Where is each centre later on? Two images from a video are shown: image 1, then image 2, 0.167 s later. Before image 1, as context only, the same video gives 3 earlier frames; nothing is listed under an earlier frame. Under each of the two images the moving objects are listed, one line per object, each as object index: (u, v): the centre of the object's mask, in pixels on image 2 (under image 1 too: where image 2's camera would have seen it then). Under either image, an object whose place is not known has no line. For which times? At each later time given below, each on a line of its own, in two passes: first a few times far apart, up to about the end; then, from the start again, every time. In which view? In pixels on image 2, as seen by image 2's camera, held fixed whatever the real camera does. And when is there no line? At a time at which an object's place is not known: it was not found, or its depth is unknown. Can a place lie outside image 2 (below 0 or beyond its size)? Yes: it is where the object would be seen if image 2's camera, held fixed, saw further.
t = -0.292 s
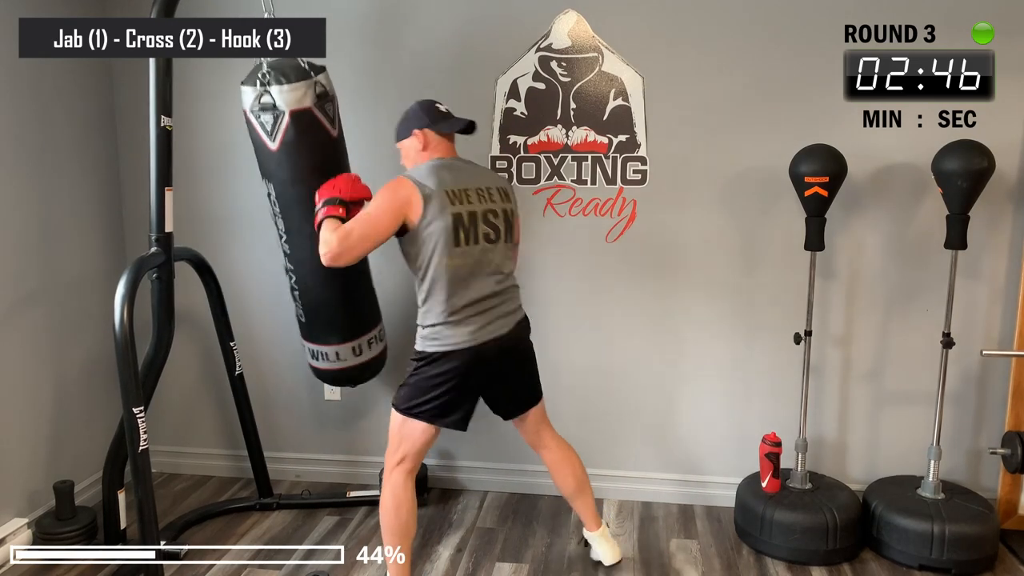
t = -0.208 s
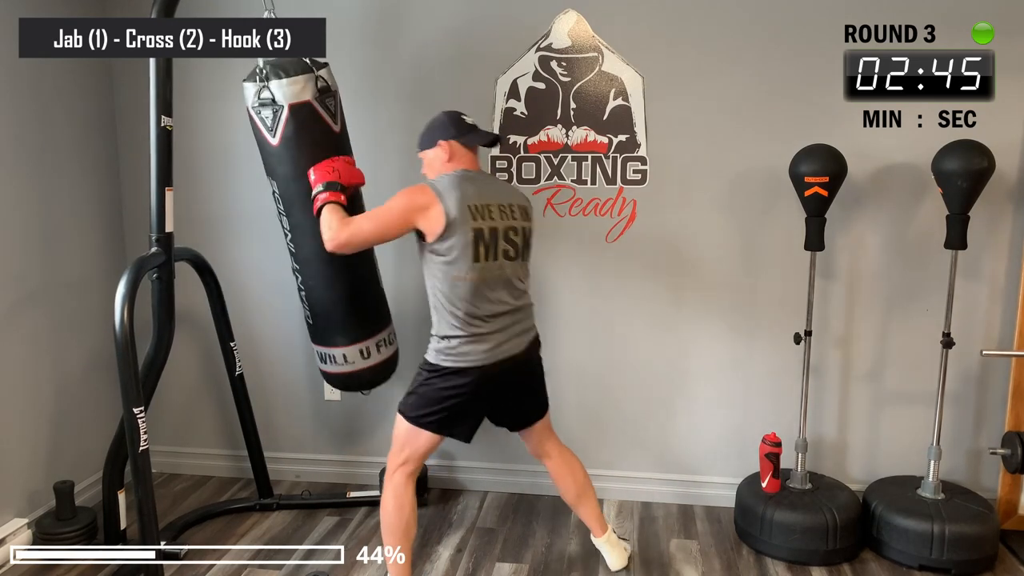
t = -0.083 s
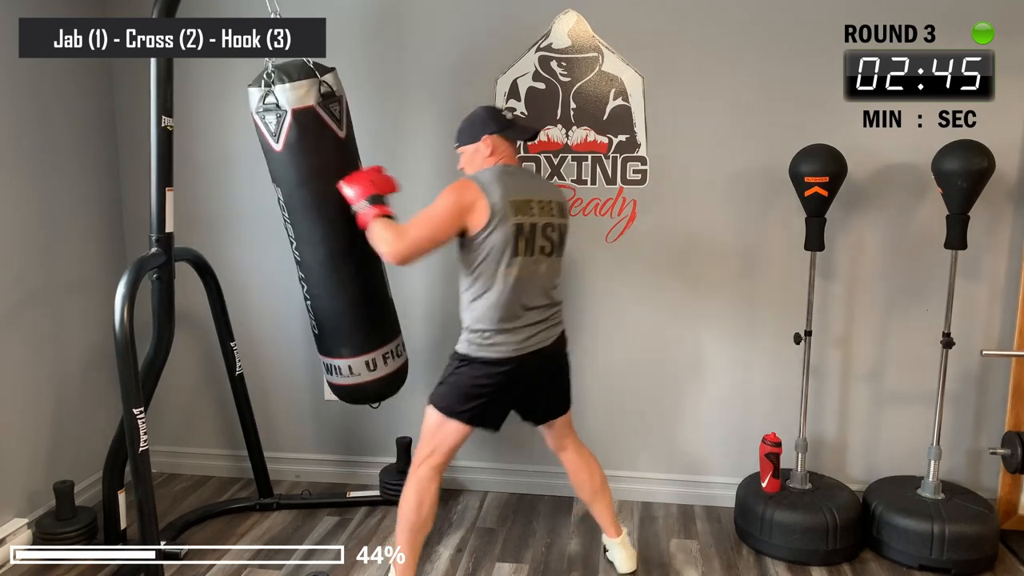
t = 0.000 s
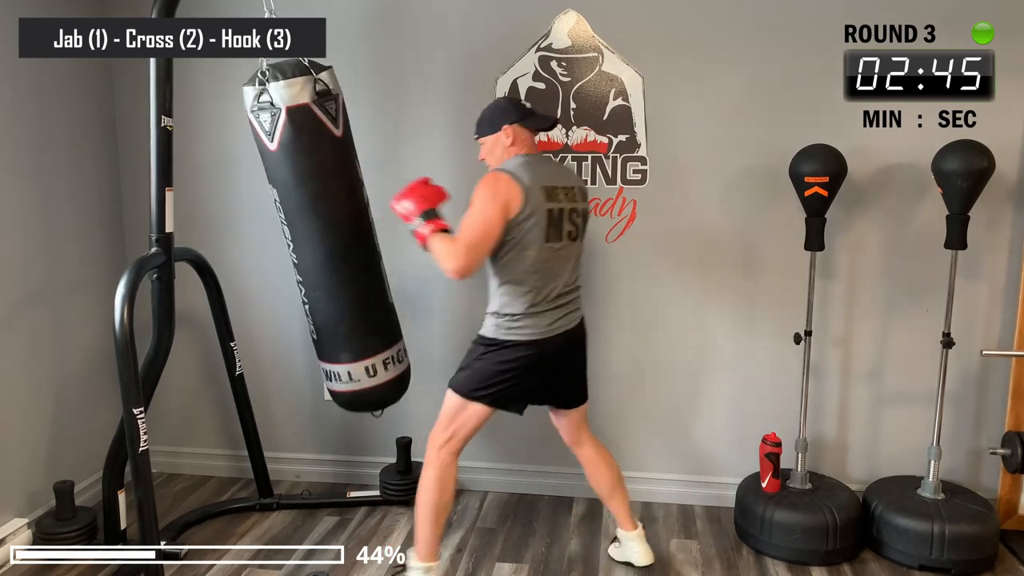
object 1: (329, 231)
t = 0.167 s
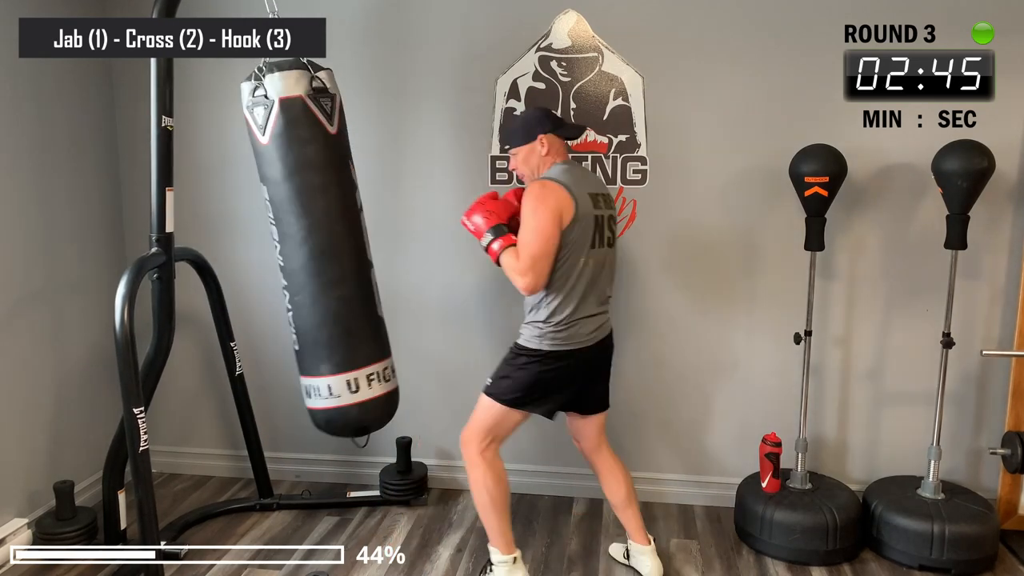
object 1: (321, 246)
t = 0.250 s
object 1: (310, 252)
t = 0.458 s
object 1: (273, 262)
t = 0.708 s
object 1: (226, 265)
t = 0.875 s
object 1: (210, 262)
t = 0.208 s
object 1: (316, 249)
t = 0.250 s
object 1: (310, 252)
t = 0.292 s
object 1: (304, 254)
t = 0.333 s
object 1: (297, 256)
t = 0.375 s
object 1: (290, 260)
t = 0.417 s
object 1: (282, 261)
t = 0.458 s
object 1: (273, 262)
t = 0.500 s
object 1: (264, 264)
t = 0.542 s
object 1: (256, 264)
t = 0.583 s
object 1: (248, 264)
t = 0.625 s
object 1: (240, 265)
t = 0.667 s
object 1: (232, 265)
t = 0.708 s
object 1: (226, 265)
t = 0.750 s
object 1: (220, 264)
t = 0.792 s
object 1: (215, 263)
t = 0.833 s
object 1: (212, 263)
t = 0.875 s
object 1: (210, 262)
